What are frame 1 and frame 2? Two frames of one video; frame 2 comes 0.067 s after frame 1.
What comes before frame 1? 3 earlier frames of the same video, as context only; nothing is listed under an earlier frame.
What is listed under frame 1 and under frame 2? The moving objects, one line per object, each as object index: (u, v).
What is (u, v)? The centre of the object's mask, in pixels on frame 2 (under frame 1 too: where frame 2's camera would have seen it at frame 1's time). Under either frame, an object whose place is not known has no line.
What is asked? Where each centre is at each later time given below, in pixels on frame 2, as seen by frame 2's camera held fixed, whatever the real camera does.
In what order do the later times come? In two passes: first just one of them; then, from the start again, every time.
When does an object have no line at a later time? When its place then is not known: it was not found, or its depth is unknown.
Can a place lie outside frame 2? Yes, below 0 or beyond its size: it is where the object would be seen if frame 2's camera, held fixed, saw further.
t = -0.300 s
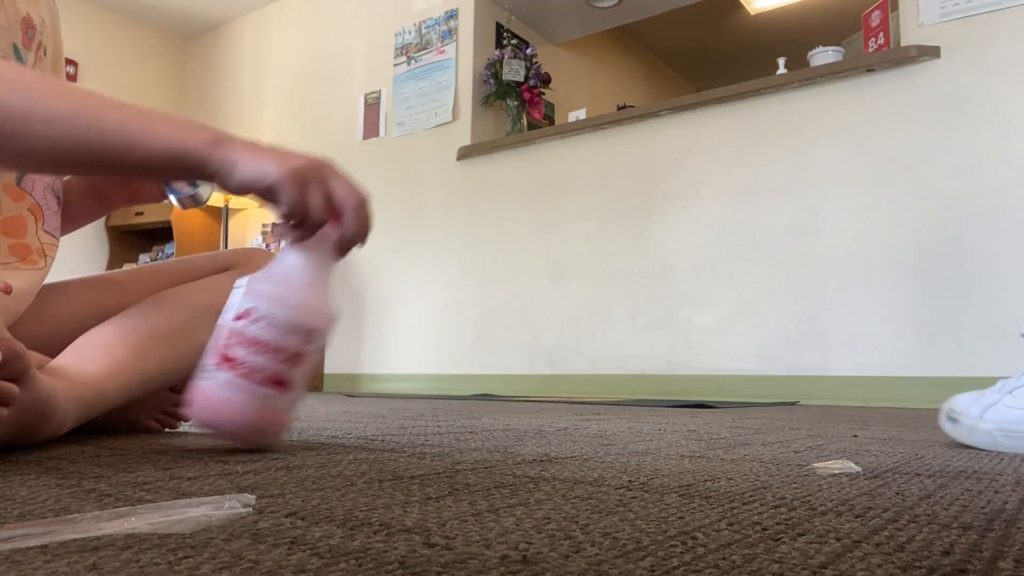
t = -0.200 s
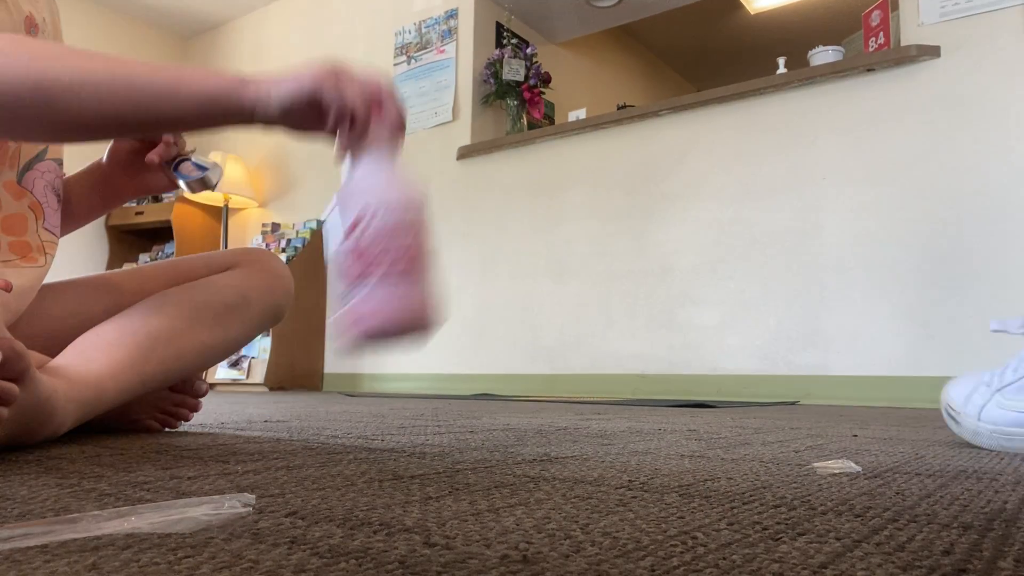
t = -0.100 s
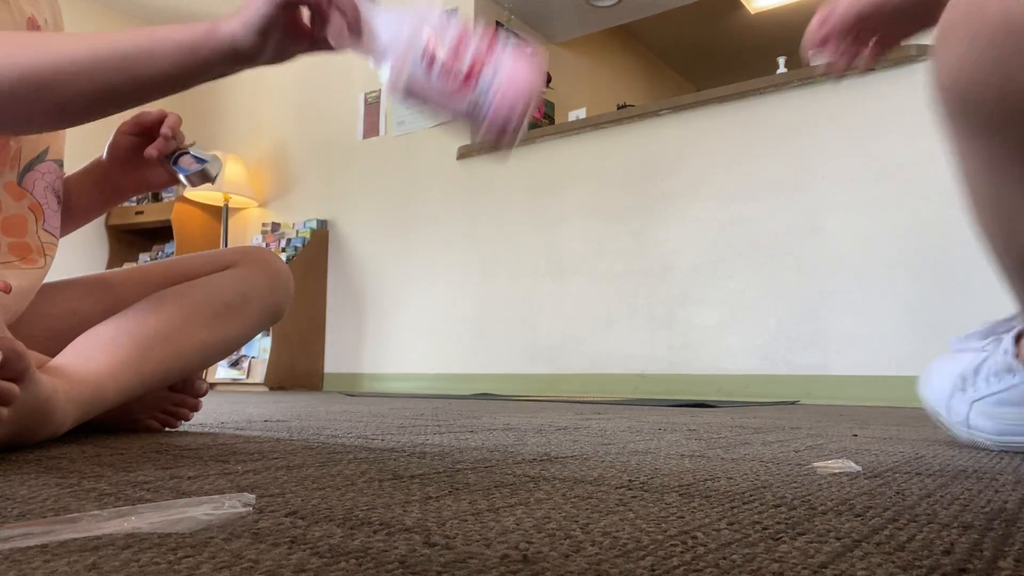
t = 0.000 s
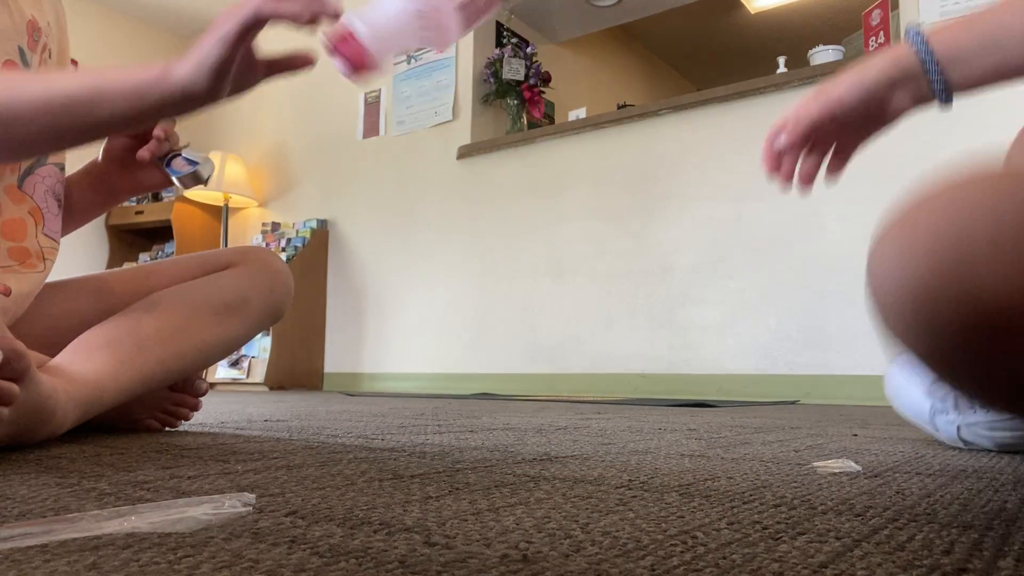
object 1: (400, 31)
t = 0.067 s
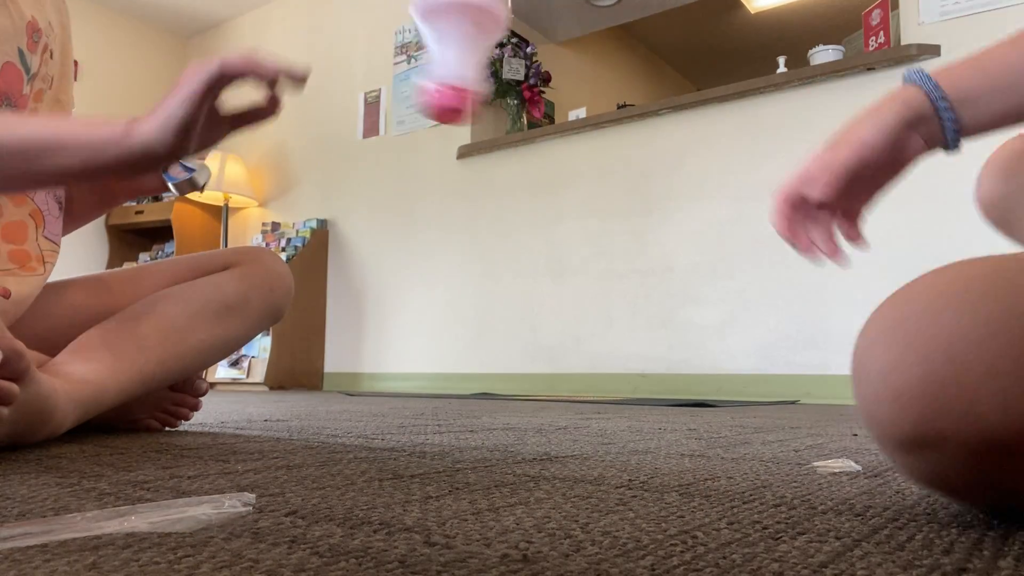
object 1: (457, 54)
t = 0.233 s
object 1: (471, 137)
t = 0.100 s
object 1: (488, 59)
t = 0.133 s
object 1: (500, 58)
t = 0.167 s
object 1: (489, 59)
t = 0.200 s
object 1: (481, 85)
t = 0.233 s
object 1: (471, 137)
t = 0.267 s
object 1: (453, 202)
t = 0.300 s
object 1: (442, 285)
